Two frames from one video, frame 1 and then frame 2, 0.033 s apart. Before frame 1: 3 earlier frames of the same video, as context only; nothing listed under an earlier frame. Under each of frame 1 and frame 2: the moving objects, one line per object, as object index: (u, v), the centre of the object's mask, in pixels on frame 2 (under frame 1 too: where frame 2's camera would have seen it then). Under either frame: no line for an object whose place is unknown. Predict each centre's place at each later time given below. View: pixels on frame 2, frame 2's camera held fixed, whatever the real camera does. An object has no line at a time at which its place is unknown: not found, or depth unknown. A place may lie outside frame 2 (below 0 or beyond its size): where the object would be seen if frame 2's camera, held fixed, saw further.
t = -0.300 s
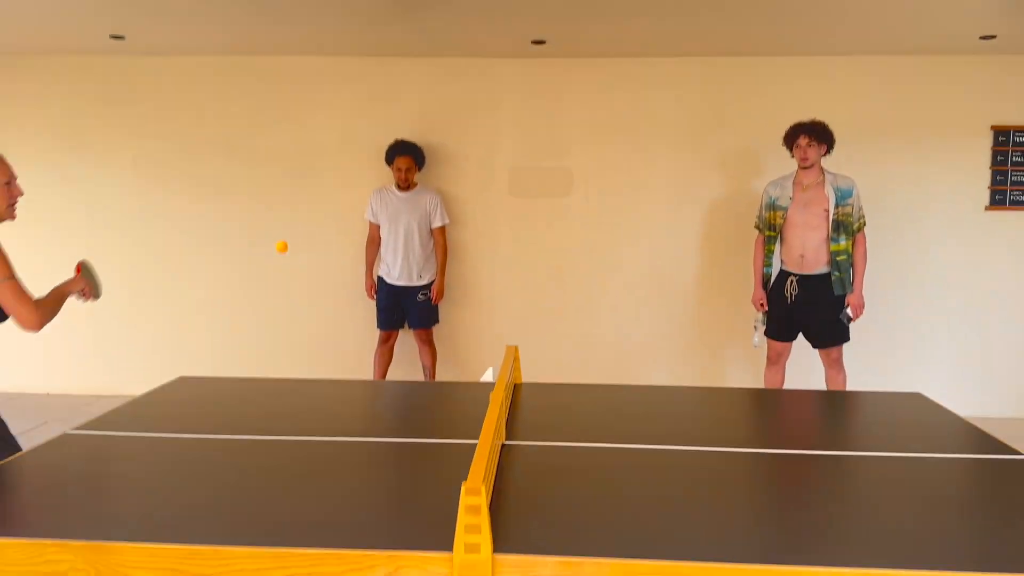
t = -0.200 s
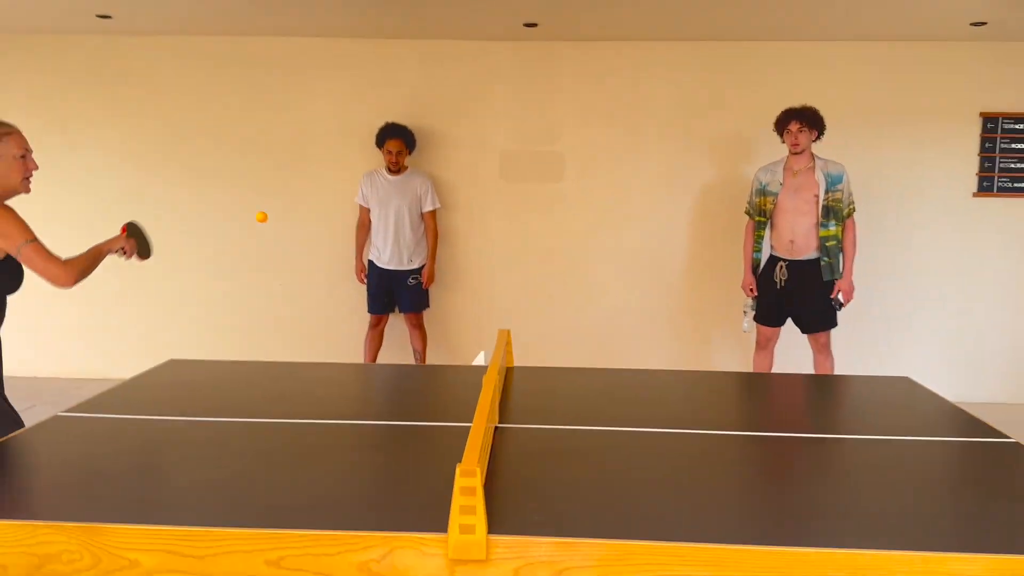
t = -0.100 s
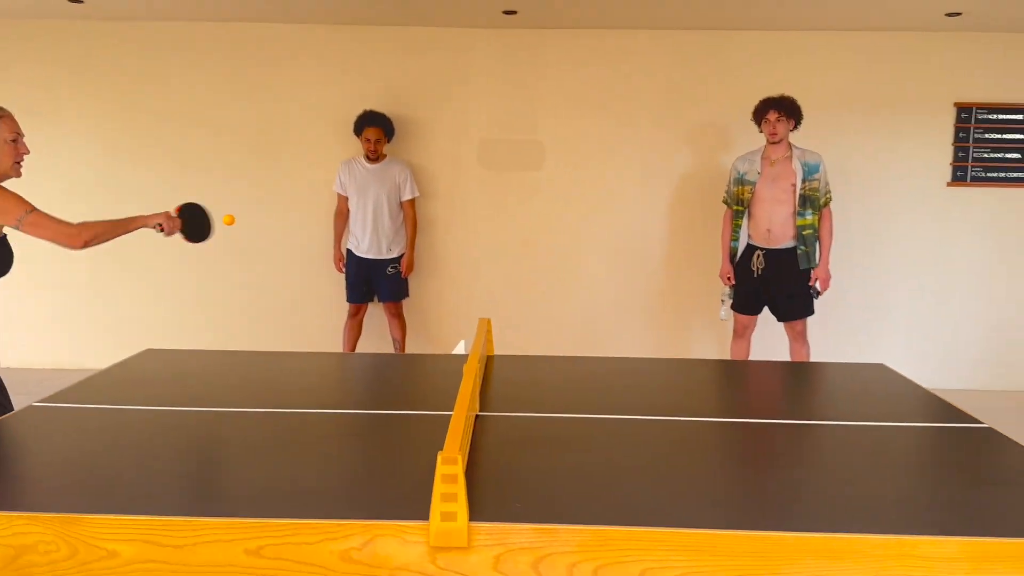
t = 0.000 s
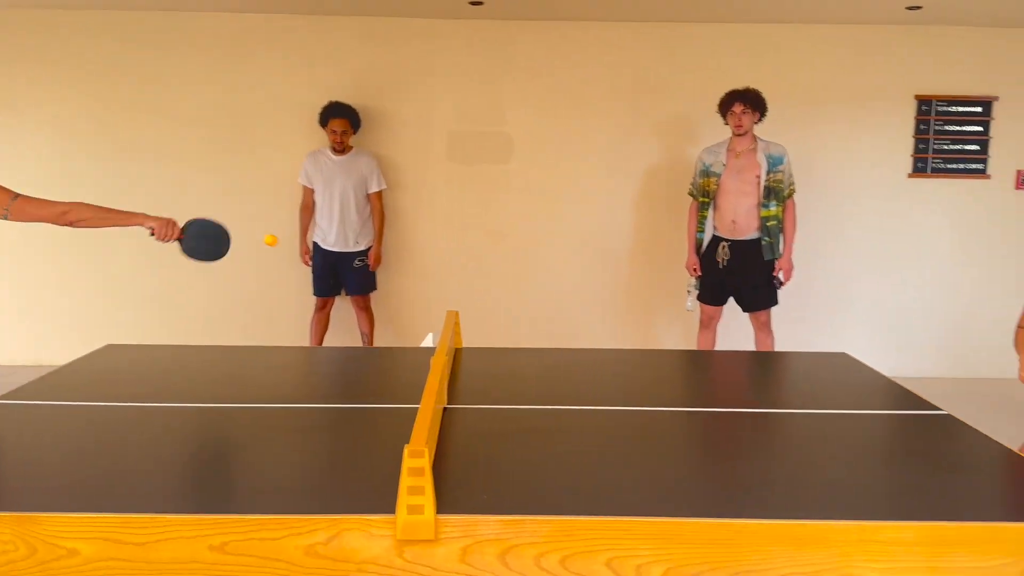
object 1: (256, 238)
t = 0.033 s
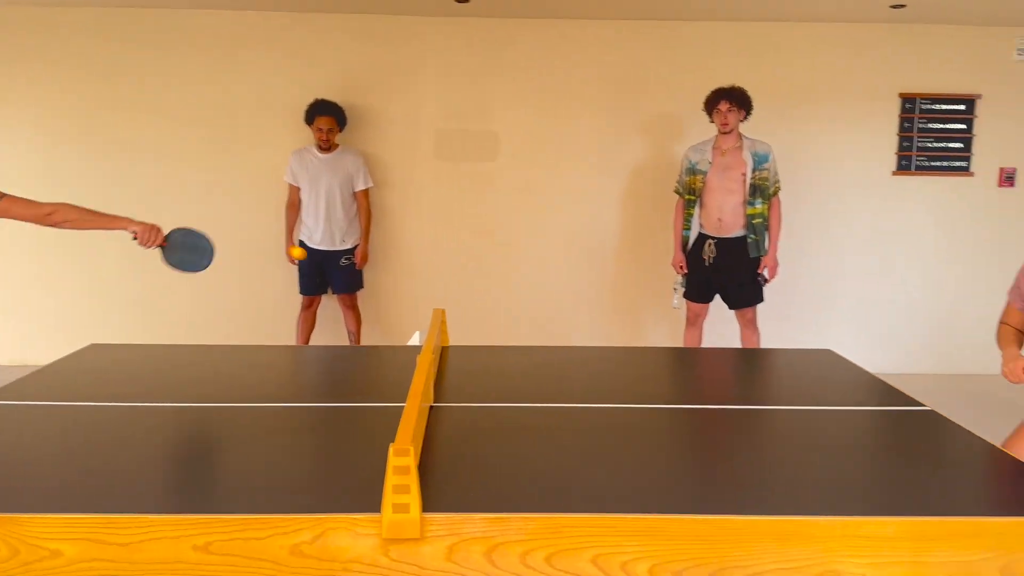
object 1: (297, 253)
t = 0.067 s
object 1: (338, 270)
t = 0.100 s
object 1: (381, 293)
